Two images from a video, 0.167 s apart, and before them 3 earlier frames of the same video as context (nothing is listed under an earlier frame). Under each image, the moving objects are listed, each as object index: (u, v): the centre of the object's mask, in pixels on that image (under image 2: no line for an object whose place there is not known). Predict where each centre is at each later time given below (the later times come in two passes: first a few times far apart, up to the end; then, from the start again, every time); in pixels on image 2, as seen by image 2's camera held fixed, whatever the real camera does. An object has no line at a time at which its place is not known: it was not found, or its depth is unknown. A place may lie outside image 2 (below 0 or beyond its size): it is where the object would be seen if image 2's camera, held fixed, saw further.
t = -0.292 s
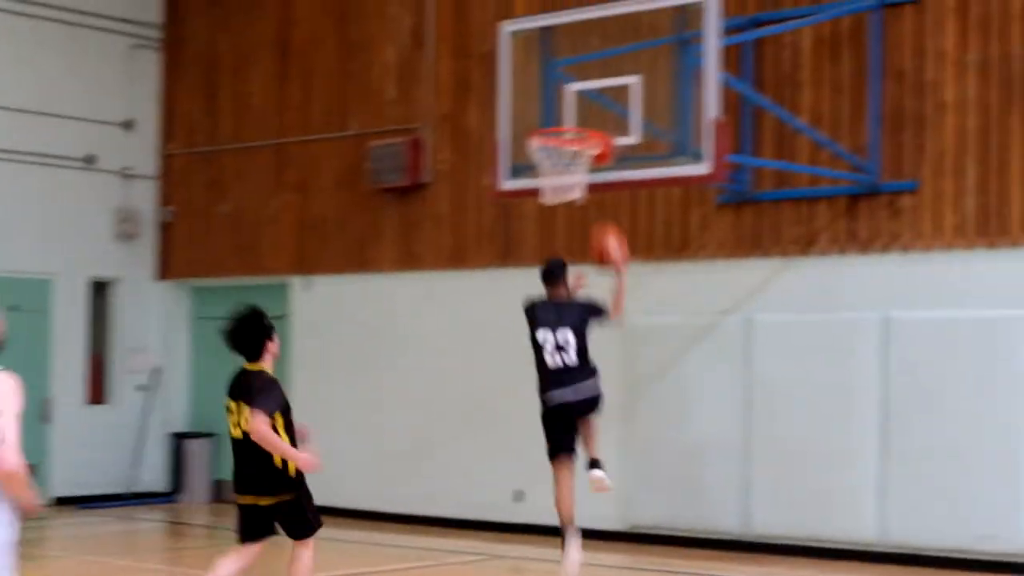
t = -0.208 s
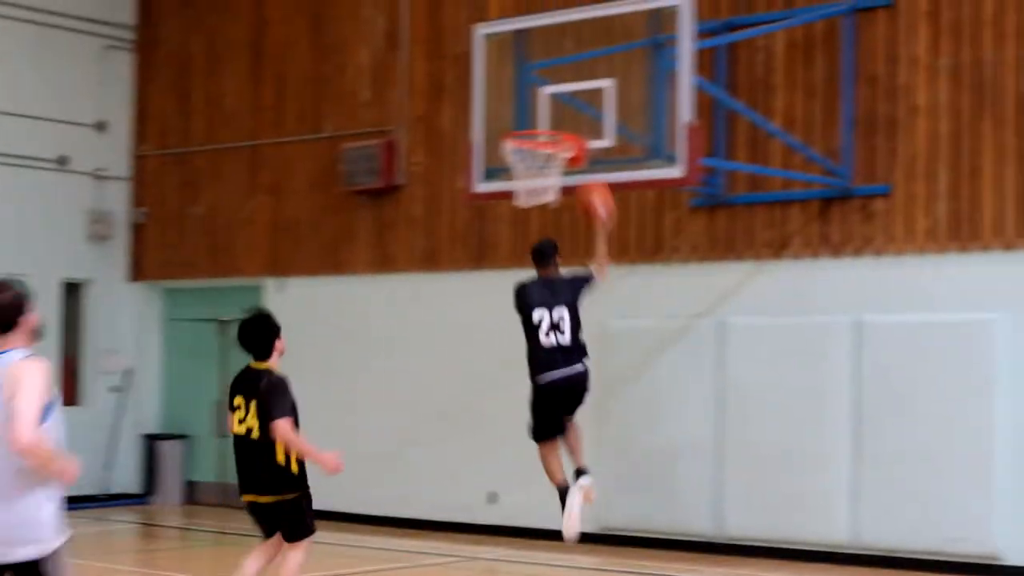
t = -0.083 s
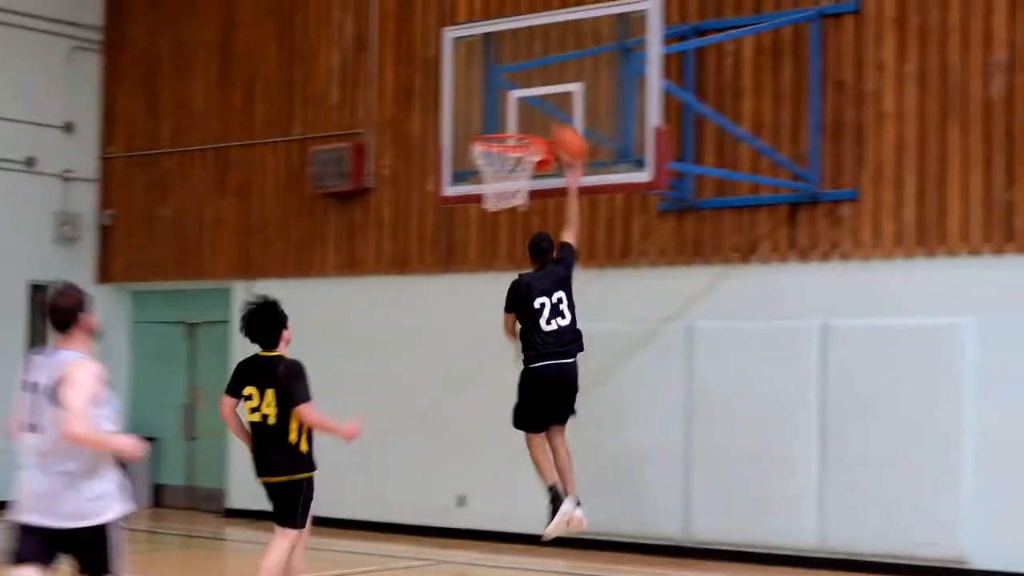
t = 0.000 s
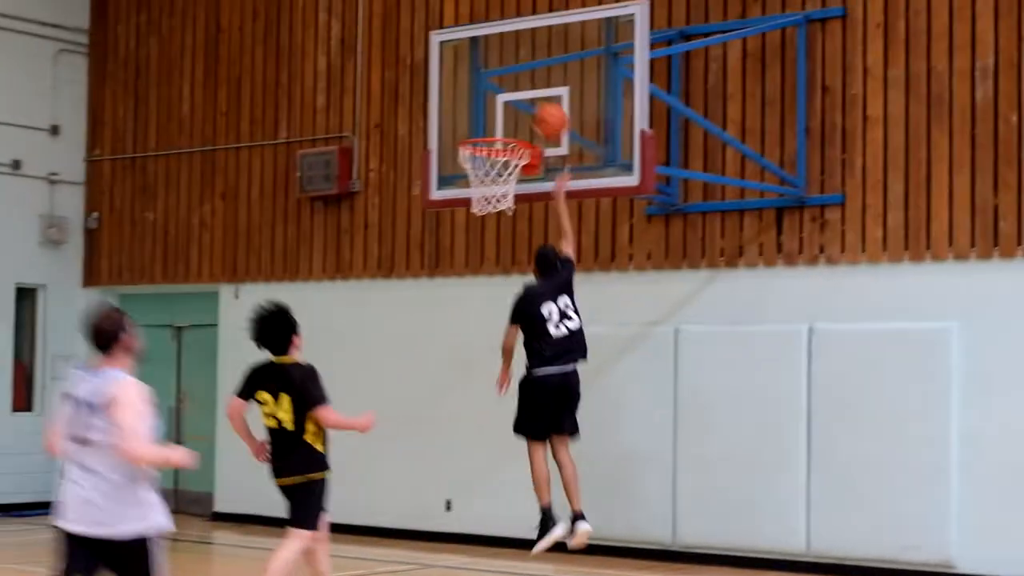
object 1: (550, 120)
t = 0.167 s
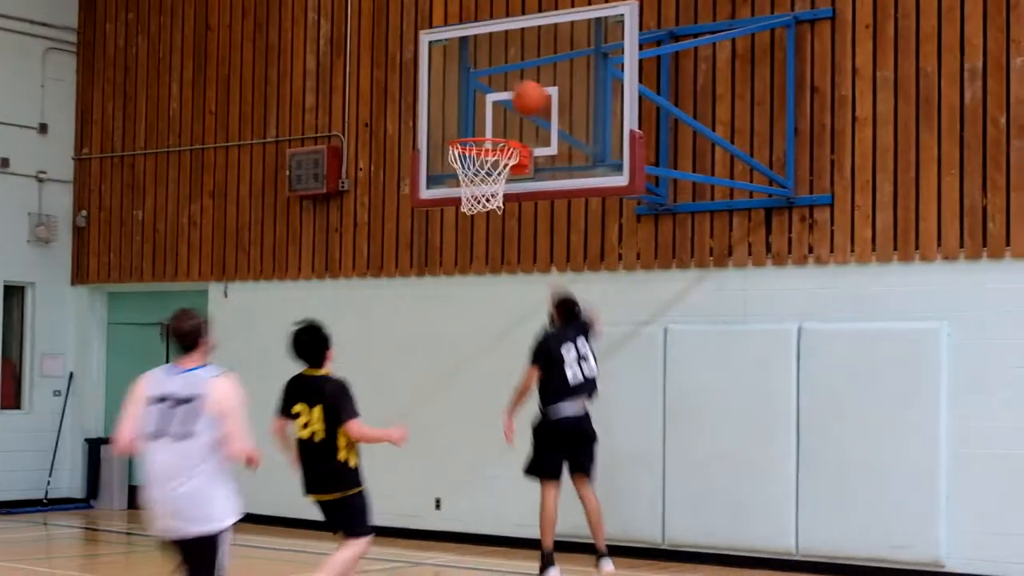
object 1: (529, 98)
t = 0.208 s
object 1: (520, 97)
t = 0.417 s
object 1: (476, 126)
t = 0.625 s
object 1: (487, 196)
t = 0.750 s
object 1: (500, 256)
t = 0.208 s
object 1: (520, 97)
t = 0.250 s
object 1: (512, 98)
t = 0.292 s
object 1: (503, 101)
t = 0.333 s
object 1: (494, 108)
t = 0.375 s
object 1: (486, 117)
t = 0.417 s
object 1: (476, 126)
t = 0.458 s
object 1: (471, 137)
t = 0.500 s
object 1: (470, 152)
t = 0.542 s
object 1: (478, 165)
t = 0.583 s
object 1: (482, 179)
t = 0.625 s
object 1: (487, 196)
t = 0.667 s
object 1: (492, 214)
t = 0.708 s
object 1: (497, 233)
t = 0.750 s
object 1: (500, 256)
